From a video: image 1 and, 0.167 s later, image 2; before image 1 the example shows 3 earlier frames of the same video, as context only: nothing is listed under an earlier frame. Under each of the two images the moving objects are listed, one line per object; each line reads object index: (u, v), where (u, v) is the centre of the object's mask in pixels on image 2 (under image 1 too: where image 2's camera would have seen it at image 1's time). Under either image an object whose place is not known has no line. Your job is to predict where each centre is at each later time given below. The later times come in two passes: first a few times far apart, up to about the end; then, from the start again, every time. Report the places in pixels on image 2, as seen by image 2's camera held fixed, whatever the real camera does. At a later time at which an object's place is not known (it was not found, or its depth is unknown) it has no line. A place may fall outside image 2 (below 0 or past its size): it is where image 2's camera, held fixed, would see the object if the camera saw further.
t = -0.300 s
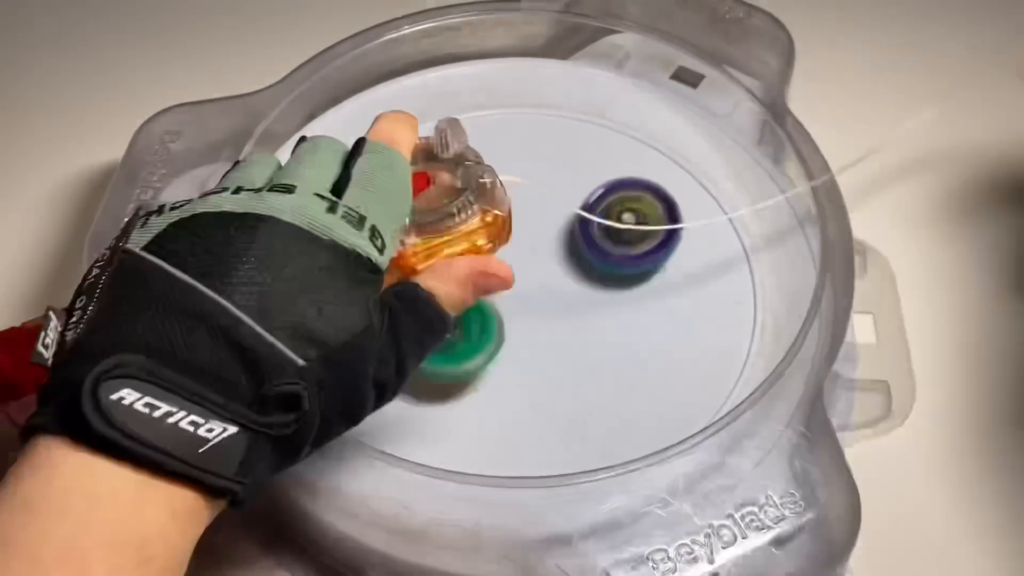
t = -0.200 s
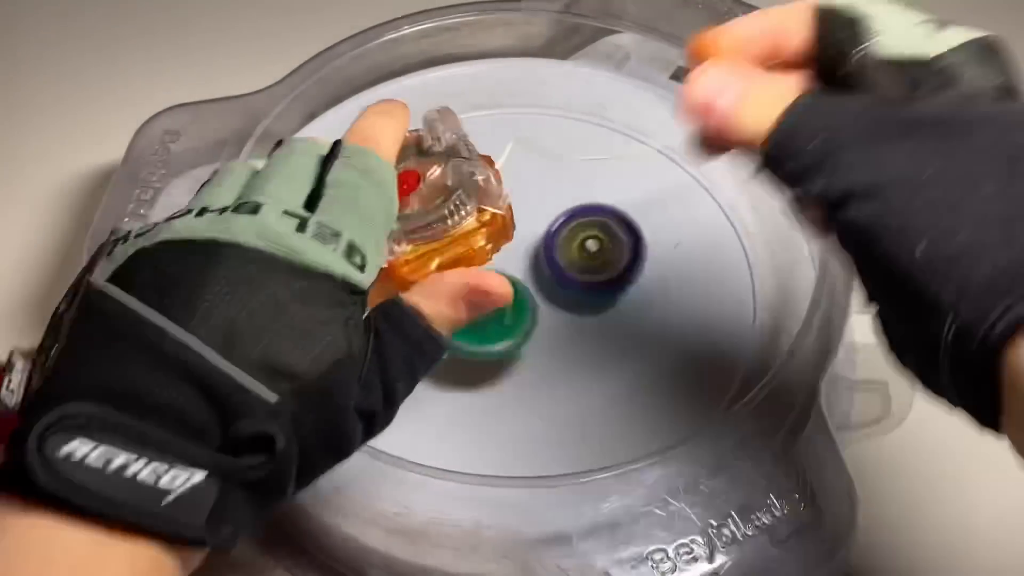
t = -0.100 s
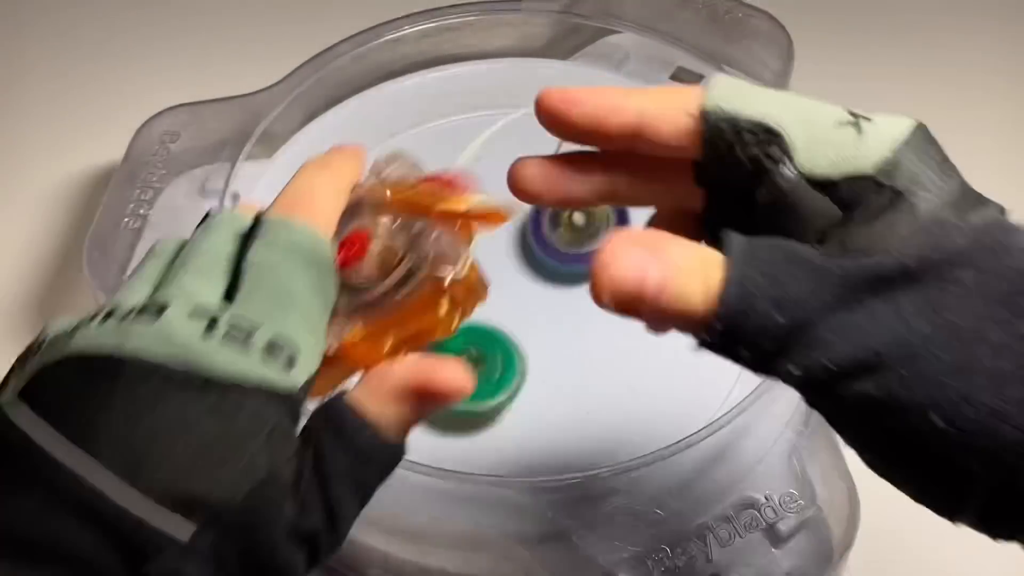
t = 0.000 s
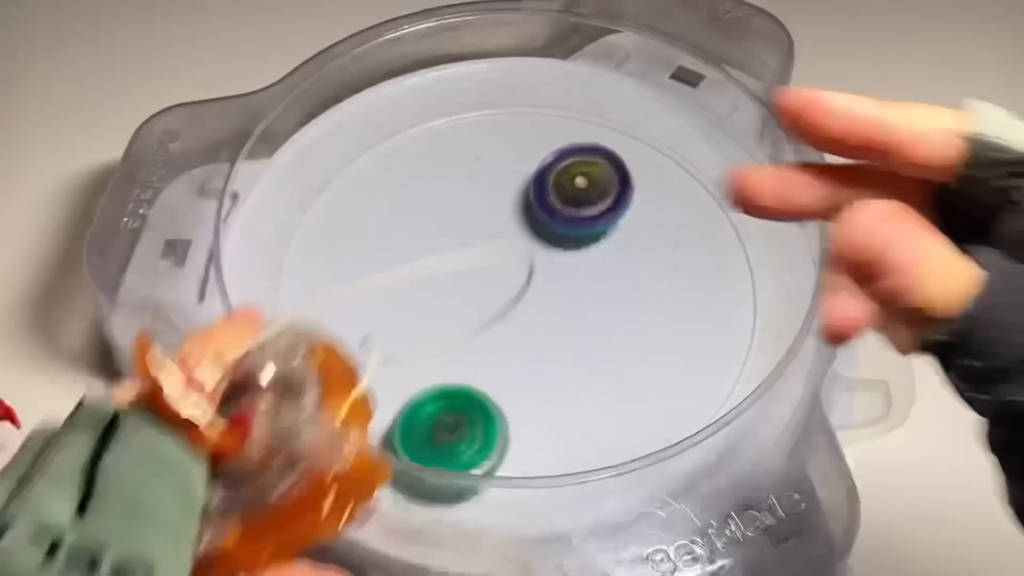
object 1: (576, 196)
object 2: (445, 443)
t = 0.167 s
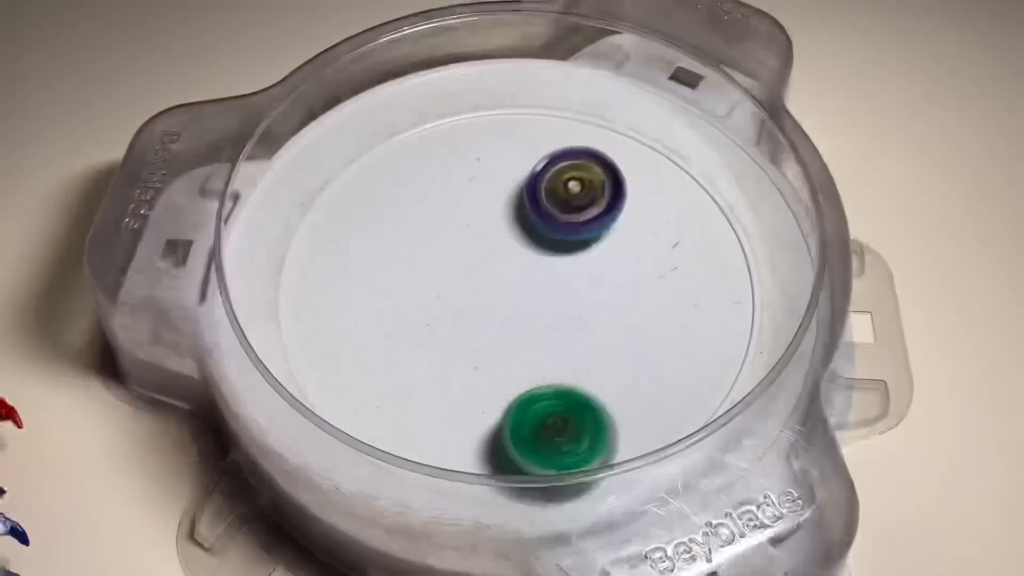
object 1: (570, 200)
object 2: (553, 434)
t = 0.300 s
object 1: (551, 213)
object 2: (638, 336)
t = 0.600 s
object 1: (395, 199)
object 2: (493, 124)
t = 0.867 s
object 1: (318, 386)
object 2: (325, 251)
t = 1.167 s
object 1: (568, 423)
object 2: (684, 161)
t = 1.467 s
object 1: (561, 199)
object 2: (637, 47)
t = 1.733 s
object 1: (460, 221)
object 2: (719, 75)
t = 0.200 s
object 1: (567, 203)
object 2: (580, 422)
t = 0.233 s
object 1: (562, 206)
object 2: (605, 401)
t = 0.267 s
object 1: (557, 210)
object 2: (625, 371)
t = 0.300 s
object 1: (551, 213)
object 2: (638, 336)
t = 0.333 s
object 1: (544, 216)
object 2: (643, 298)
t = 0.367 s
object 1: (537, 219)
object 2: (640, 257)
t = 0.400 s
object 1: (514, 220)
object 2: (645, 217)
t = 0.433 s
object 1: (483, 218)
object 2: (655, 179)
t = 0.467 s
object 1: (458, 216)
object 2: (655, 144)
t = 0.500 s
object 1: (436, 214)
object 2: (623, 133)
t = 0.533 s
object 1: (419, 209)
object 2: (586, 133)
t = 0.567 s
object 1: (406, 203)
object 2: (542, 127)
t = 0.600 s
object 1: (395, 199)
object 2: (493, 124)
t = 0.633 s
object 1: (388, 193)
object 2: (443, 119)
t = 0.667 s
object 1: (364, 213)
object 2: (408, 123)
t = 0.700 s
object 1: (344, 231)
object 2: (381, 140)
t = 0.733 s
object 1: (330, 251)
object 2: (357, 164)
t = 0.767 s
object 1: (316, 281)
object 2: (334, 180)
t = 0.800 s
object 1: (304, 318)
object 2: (325, 199)
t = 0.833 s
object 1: (304, 352)
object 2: (324, 223)
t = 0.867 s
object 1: (318, 386)
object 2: (325, 251)
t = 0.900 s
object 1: (342, 410)
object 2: (334, 284)
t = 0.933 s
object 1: (369, 430)
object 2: (352, 317)
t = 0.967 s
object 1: (399, 449)
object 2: (379, 346)
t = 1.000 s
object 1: (433, 456)
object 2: (418, 367)
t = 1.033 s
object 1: (462, 464)
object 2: (479, 363)
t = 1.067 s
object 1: (486, 466)
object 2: (548, 327)
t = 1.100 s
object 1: (517, 472)
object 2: (606, 277)
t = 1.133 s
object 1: (544, 466)
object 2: (650, 223)
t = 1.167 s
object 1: (568, 423)
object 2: (684, 161)
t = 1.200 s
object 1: (584, 413)
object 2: (675, 123)
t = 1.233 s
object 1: (595, 395)
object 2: (664, 94)
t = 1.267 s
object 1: (601, 363)
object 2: (651, 78)
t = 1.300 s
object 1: (605, 330)
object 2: (629, 58)
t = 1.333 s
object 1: (600, 302)
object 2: (605, 49)
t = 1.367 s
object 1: (598, 270)
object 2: (604, 47)
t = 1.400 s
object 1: (588, 243)
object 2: (611, 47)
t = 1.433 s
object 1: (574, 220)
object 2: (623, 45)
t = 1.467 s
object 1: (561, 199)
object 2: (637, 47)
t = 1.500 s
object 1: (545, 185)
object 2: (658, 46)
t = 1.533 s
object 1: (527, 175)
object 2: (664, 51)
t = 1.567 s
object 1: (512, 172)
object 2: (672, 62)
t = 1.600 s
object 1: (499, 175)
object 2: (693, 61)
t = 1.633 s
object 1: (487, 186)
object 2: (705, 68)
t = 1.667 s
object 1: (478, 197)
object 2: (716, 74)
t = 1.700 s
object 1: (469, 209)
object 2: (723, 75)
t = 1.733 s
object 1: (460, 221)
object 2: (719, 75)
